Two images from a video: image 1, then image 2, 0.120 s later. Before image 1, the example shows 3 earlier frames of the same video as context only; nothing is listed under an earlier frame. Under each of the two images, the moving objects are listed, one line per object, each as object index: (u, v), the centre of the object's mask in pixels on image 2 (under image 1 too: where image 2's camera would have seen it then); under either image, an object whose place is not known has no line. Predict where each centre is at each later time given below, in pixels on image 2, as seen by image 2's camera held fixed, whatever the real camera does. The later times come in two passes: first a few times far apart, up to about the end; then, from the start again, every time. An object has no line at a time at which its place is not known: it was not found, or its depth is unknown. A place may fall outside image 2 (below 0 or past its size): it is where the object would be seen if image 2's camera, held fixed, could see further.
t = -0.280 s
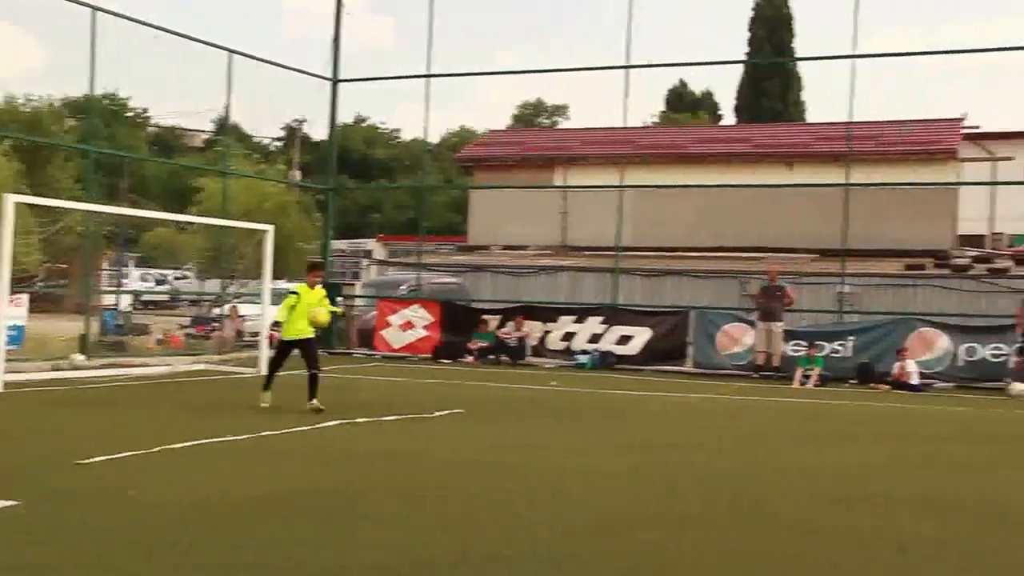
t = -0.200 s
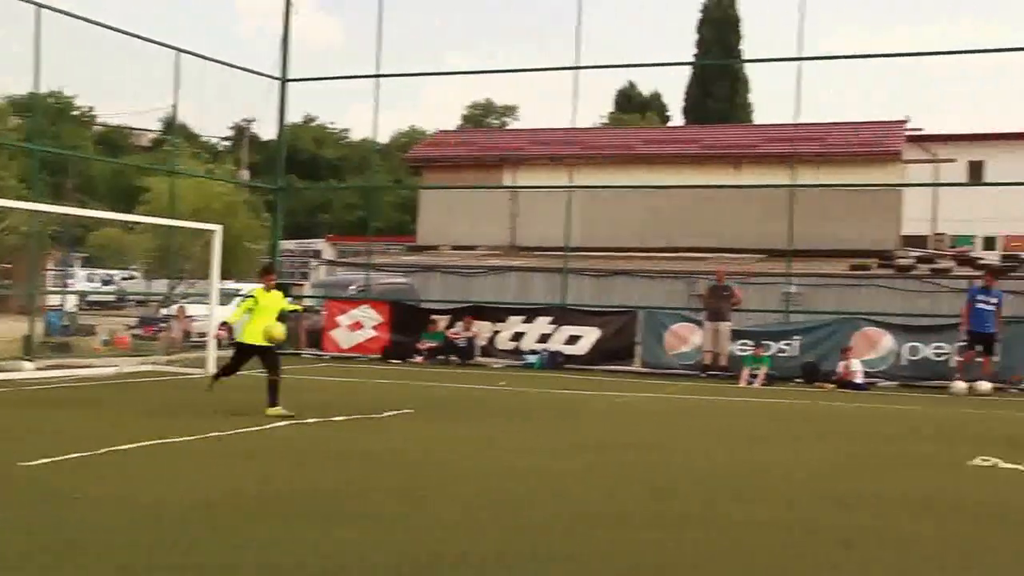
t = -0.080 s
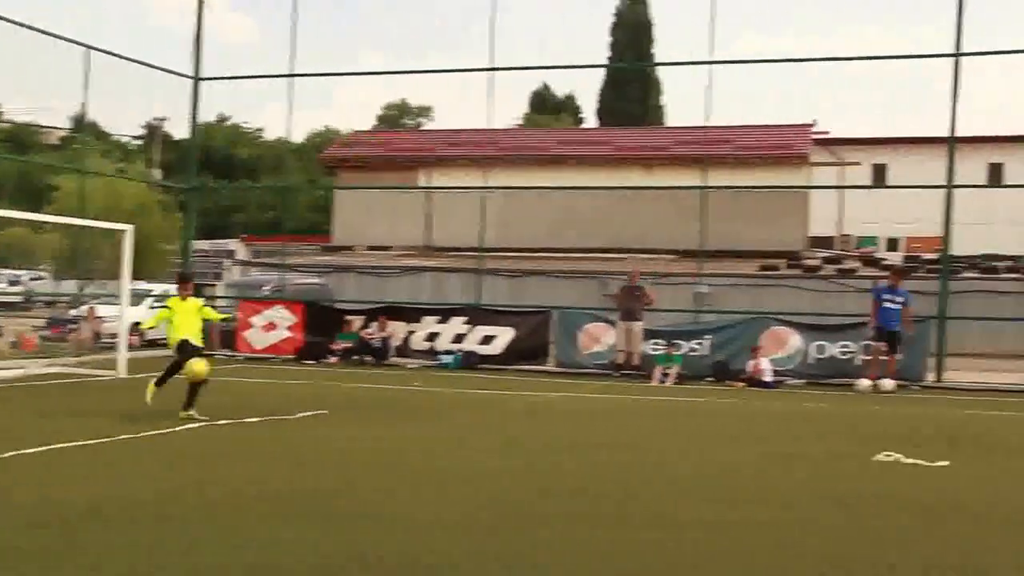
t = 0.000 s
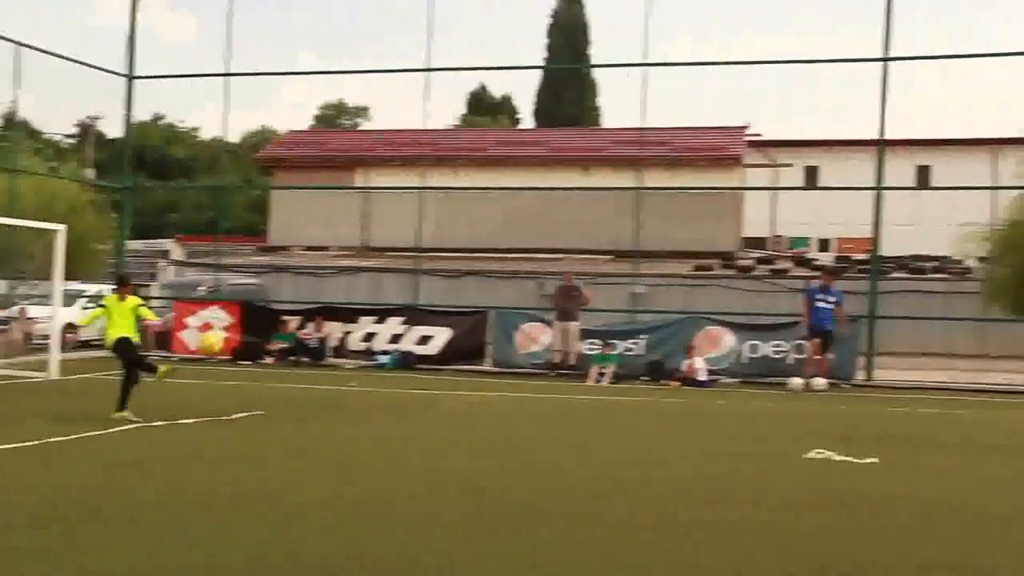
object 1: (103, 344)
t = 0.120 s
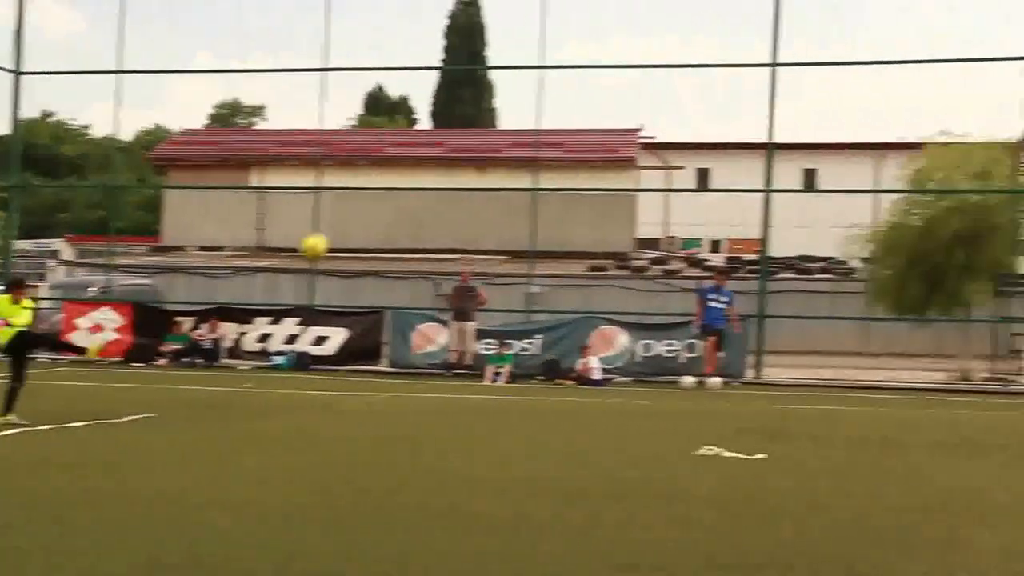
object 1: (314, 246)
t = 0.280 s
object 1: (599, 138)
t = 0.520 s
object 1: (1071, 22)
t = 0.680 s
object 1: (1440, -27)
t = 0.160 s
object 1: (384, 217)
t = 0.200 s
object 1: (455, 190)
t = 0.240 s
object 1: (526, 163)
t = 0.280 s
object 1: (599, 138)
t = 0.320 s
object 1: (672, 115)
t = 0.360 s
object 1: (748, 94)
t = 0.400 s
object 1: (826, 73)
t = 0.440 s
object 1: (905, 55)
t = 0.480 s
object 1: (986, 39)
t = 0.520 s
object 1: (1071, 22)
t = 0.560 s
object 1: (1158, 7)
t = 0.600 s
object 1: (1249, -6)
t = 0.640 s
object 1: (1342, -17)
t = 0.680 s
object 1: (1440, -27)
